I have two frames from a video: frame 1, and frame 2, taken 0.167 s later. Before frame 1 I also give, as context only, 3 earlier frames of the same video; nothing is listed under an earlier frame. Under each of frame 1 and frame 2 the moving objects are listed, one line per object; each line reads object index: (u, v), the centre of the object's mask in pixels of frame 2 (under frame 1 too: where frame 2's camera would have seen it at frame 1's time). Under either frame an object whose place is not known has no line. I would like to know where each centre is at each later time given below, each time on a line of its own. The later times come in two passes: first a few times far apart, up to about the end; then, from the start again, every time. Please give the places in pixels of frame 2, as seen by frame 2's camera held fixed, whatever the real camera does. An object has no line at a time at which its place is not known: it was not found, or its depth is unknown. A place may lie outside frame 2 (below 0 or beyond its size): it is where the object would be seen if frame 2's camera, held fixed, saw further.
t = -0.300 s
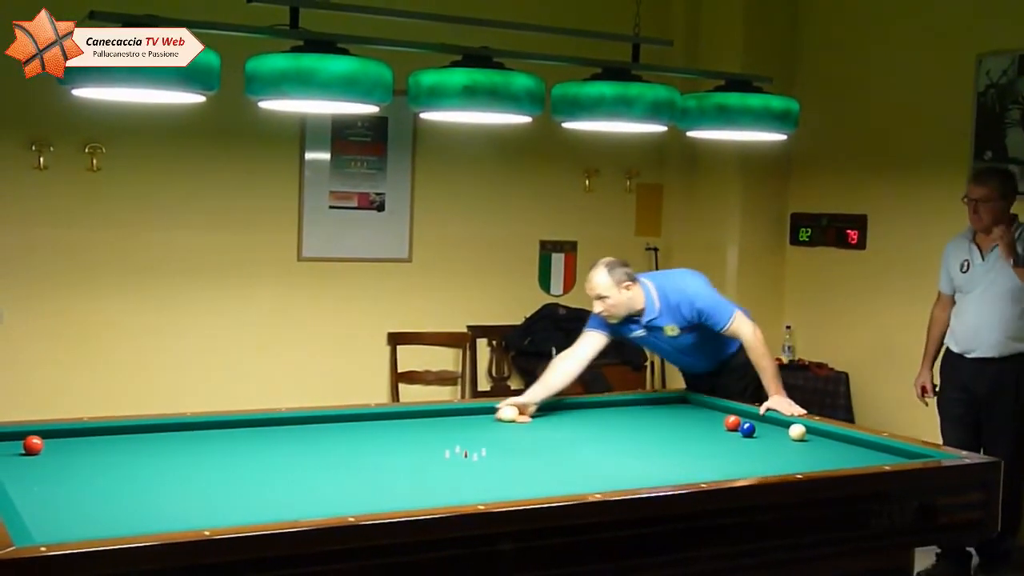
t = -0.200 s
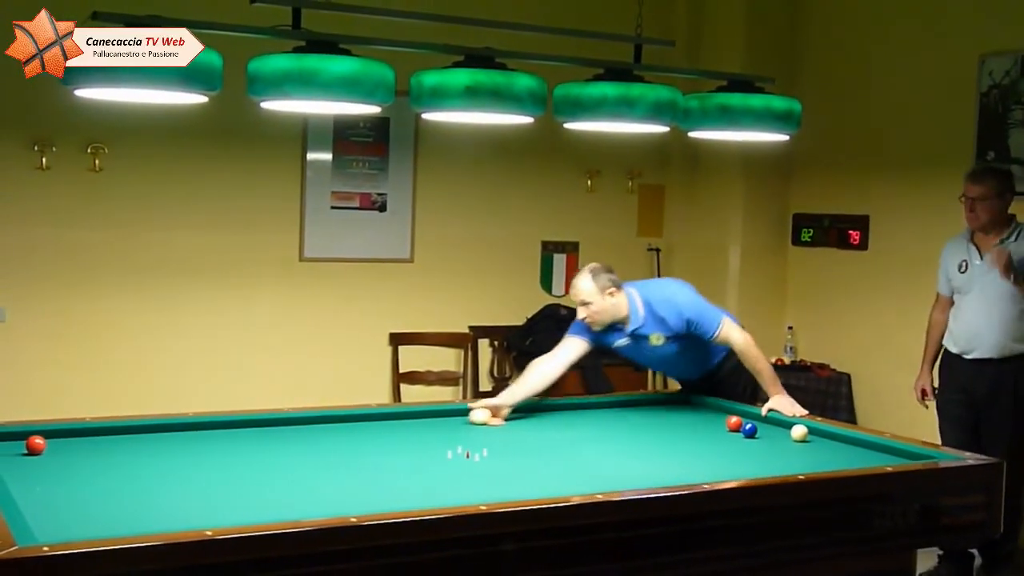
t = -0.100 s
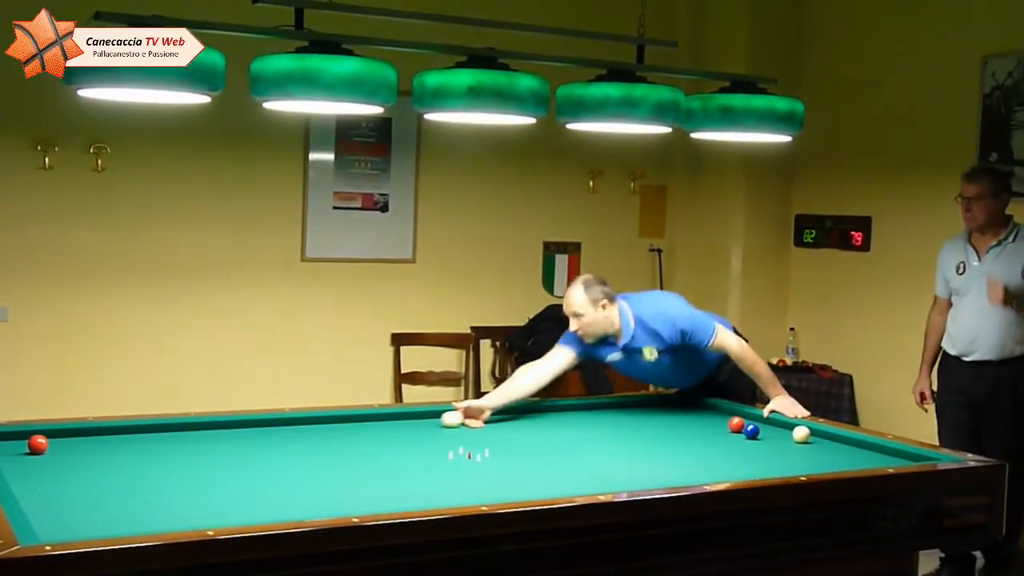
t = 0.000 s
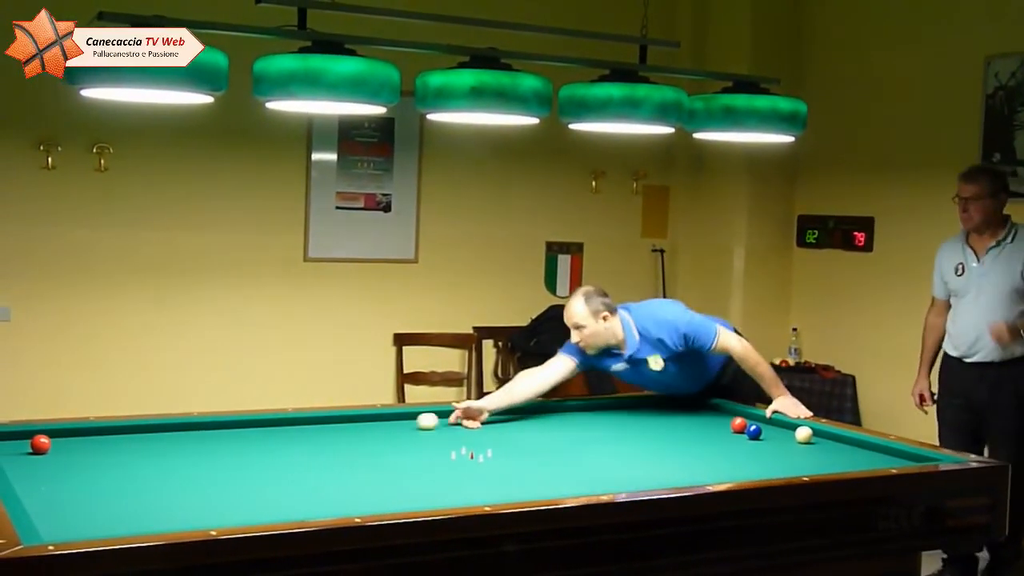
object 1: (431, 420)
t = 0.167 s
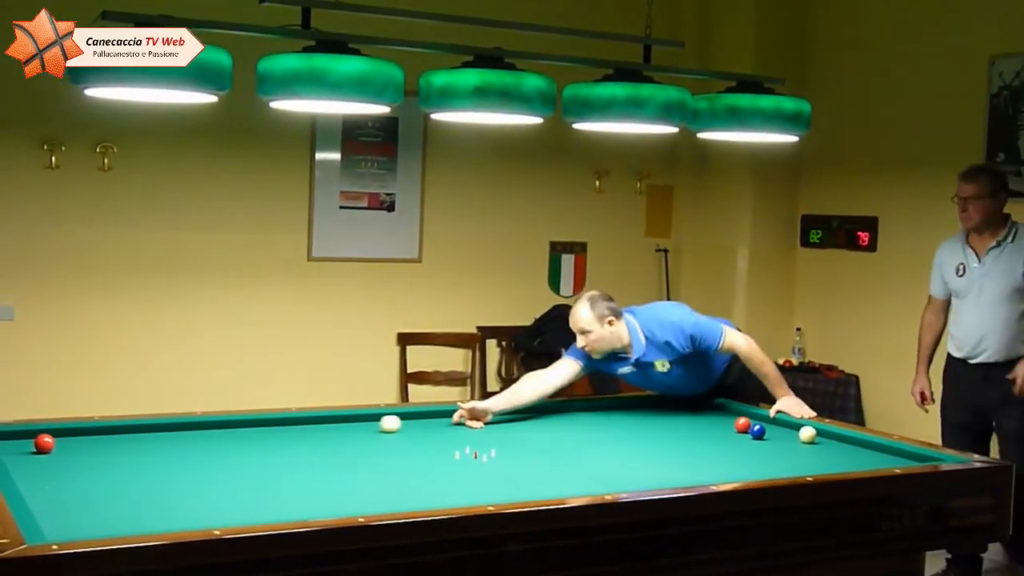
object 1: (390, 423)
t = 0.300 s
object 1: (357, 426)
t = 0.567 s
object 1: (290, 431)
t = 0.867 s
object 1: (210, 437)
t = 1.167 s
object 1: (125, 443)
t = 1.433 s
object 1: (46, 449)
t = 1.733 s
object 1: (50, 450)
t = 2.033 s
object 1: (101, 449)
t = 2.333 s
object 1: (148, 447)
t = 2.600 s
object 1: (188, 445)
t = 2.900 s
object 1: (231, 444)
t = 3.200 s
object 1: (272, 442)
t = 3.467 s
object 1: (306, 441)
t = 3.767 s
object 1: (342, 440)
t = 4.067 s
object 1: (377, 439)
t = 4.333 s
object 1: (406, 438)
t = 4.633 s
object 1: (437, 437)
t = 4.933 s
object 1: (469, 436)
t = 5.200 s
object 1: (495, 435)
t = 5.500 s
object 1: (523, 434)
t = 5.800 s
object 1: (549, 433)
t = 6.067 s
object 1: (572, 432)
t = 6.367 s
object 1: (596, 431)
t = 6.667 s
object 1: (619, 431)
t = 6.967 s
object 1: (641, 430)
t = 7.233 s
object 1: (659, 430)
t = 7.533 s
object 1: (678, 429)
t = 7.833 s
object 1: (697, 428)
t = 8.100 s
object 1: (712, 428)
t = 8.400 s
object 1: (728, 428)
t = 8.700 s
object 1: (741, 428)
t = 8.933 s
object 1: (747, 427)
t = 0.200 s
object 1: (382, 424)
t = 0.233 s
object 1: (373, 425)
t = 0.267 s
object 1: (365, 425)
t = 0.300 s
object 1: (357, 426)
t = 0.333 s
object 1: (349, 427)
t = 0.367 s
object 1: (340, 427)
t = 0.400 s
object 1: (332, 428)
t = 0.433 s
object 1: (323, 429)
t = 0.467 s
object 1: (315, 429)
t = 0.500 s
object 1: (306, 430)
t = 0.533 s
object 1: (298, 431)
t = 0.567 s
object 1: (290, 431)
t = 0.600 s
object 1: (281, 432)
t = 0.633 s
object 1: (272, 433)
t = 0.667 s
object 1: (264, 433)
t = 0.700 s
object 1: (255, 434)
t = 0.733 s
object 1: (246, 435)
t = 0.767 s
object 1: (237, 435)
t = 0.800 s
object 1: (228, 436)
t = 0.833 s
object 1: (218, 437)
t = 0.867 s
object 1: (210, 437)
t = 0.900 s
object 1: (200, 438)
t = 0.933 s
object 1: (191, 439)
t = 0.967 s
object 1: (182, 439)
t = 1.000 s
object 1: (173, 440)
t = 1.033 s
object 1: (164, 440)
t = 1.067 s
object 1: (154, 441)
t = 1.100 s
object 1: (145, 442)
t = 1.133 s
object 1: (135, 442)
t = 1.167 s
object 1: (125, 443)
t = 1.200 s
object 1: (116, 444)
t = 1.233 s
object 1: (106, 445)
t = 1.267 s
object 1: (96, 445)
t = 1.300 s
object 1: (86, 446)
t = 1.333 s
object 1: (76, 447)
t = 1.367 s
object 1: (66, 448)
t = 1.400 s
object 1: (57, 448)
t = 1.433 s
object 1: (46, 449)
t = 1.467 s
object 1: (35, 450)
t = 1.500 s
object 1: (25, 451)
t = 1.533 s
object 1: (16, 452)
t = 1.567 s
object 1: (14, 453)
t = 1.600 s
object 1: (19, 452)
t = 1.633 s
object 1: (27, 451)
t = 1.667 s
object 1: (36, 451)
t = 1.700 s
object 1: (43, 450)
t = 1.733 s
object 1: (50, 450)
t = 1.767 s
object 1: (57, 450)
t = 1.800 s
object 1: (63, 450)
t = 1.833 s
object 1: (68, 449)
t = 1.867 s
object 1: (74, 449)
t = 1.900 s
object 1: (79, 449)
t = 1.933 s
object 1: (85, 449)
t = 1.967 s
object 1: (90, 449)
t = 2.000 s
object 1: (96, 448)
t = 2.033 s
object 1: (101, 449)
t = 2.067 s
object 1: (106, 448)
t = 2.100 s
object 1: (112, 448)
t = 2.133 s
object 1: (117, 448)
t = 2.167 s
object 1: (122, 448)
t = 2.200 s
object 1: (128, 447)
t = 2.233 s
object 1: (133, 447)
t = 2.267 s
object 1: (138, 447)
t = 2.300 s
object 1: (144, 447)
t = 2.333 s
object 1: (148, 447)
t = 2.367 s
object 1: (154, 446)
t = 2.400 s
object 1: (159, 446)
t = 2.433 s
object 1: (164, 446)
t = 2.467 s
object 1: (169, 446)
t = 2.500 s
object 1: (174, 446)
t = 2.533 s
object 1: (179, 446)
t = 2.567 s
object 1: (184, 445)
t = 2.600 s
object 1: (188, 445)
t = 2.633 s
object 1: (193, 445)
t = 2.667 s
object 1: (198, 445)
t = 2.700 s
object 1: (203, 445)
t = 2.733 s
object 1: (207, 444)
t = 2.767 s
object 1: (212, 444)
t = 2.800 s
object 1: (217, 444)
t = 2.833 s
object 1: (221, 444)
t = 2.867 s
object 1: (226, 444)
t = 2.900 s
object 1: (231, 444)
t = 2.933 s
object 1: (235, 443)
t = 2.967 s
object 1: (240, 443)
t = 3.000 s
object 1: (245, 443)
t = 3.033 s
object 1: (249, 443)
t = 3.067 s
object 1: (254, 443)
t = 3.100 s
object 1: (258, 443)
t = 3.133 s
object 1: (263, 443)
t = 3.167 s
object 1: (267, 442)
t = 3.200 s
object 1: (272, 442)
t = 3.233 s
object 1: (276, 442)
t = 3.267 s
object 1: (280, 442)
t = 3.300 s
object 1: (285, 442)
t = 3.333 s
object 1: (289, 442)
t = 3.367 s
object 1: (293, 441)
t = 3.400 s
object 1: (298, 442)
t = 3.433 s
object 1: (301, 441)
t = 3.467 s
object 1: (306, 441)
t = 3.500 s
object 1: (310, 441)
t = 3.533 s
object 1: (314, 441)
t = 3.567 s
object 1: (318, 441)
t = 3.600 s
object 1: (322, 441)
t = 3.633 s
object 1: (326, 441)
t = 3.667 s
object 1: (330, 440)
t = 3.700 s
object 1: (334, 441)
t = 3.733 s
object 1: (338, 440)
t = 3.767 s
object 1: (342, 440)
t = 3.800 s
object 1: (345, 440)
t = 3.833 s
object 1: (349, 440)
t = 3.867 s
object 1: (353, 440)
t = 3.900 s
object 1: (357, 440)
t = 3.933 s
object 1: (361, 439)
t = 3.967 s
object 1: (365, 439)
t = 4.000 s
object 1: (368, 439)
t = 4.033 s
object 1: (372, 439)
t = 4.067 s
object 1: (377, 439)
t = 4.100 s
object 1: (380, 439)
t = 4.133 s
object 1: (383, 438)
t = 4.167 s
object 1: (387, 439)
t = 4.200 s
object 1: (391, 438)
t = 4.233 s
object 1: (395, 438)
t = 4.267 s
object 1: (398, 438)
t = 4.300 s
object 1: (402, 438)
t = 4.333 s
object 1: (406, 438)
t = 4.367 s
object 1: (409, 438)
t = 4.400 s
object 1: (413, 438)
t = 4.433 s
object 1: (417, 438)
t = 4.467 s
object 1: (420, 437)
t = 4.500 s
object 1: (424, 437)
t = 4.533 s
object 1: (427, 437)
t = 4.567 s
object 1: (431, 437)
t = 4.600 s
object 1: (435, 437)
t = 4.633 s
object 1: (437, 437)
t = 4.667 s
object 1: (441, 437)
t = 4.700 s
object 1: (445, 436)
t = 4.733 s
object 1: (448, 436)
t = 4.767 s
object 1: (451, 436)
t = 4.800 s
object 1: (455, 436)
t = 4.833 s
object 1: (458, 436)
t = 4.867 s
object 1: (461, 436)
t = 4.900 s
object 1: (465, 436)
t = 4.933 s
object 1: (469, 436)
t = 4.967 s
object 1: (471, 436)
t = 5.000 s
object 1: (475, 436)
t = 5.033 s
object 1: (478, 435)
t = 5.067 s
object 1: (481, 435)
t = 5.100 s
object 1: (485, 435)
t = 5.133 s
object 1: (488, 435)
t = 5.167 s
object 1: (491, 435)
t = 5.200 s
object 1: (495, 435)
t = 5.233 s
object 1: (498, 435)
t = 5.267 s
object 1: (500, 435)
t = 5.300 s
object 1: (504, 434)
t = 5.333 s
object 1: (507, 434)
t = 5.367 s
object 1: (510, 434)
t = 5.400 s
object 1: (513, 434)
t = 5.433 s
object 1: (516, 434)
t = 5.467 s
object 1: (519, 434)
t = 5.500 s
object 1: (523, 434)
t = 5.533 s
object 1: (525, 434)
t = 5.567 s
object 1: (529, 433)
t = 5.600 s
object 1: (531, 433)
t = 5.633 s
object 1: (534, 433)
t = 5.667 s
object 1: (537, 433)
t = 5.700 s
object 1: (540, 433)
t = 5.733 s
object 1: (543, 433)
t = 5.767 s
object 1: (546, 433)
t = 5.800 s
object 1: (549, 433)
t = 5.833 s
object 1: (552, 433)
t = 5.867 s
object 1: (555, 433)
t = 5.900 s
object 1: (558, 433)
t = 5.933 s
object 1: (560, 433)
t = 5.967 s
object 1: (564, 433)
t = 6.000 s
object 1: (566, 433)
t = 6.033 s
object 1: (569, 433)
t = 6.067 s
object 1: (572, 432)
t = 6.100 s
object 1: (575, 432)
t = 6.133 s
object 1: (577, 432)
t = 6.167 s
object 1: (580, 432)
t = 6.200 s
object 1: (583, 432)
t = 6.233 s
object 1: (585, 432)
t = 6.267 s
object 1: (588, 432)
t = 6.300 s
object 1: (591, 432)
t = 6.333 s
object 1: (593, 432)
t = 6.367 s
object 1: (596, 431)
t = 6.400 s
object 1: (598, 432)
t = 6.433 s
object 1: (601, 432)
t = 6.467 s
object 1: (604, 431)
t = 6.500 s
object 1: (606, 431)
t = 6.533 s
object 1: (609, 431)
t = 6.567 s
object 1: (611, 431)
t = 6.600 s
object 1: (614, 431)
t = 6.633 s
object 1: (616, 431)
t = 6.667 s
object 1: (619, 431)
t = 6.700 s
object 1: (621, 431)
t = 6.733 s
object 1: (624, 431)
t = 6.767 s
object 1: (626, 431)
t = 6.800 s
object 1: (628, 431)
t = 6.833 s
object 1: (631, 430)
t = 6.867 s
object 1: (633, 430)
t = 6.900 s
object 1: (635, 430)
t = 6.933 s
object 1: (638, 430)
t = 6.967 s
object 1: (641, 430)
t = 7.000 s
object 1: (643, 430)
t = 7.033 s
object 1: (645, 430)
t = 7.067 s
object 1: (647, 430)
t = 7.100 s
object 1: (650, 430)
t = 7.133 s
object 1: (652, 430)
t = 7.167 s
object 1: (655, 430)
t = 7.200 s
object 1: (657, 430)
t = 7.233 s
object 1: (659, 430)
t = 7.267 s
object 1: (661, 430)
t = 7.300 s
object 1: (663, 430)
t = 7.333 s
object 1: (665, 430)
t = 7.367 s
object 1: (668, 430)
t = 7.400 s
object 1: (670, 430)
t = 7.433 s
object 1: (672, 429)
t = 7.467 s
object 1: (674, 429)
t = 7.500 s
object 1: (676, 429)
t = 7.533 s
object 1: (678, 429)
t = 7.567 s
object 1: (681, 429)
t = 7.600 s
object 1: (682, 429)
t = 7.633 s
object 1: (685, 428)
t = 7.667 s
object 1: (687, 428)
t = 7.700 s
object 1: (689, 429)
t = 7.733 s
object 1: (691, 429)
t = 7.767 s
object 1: (693, 429)
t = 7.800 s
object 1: (695, 429)
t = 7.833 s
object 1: (697, 428)
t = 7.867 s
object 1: (699, 428)
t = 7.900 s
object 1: (701, 428)
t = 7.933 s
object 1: (703, 428)
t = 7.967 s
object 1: (705, 428)
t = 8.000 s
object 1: (706, 428)
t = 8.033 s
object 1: (708, 428)
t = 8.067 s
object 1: (711, 428)
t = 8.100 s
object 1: (712, 428)
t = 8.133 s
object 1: (714, 428)
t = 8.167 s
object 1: (716, 428)
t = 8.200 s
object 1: (718, 428)
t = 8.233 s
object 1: (720, 428)
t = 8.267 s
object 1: (722, 428)
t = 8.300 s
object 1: (724, 428)
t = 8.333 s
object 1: (725, 428)
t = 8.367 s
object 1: (727, 428)
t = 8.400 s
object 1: (728, 428)
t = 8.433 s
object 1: (730, 428)
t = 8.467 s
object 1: (731, 428)
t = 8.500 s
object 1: (734, 427)
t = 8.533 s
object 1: (735, 427)
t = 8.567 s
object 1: (736, 428)
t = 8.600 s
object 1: (737, 428)
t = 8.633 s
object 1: (739, 428)
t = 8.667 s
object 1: (740, 428)
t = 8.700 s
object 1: (741, 428)
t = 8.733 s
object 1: (742, 428)
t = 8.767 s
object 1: (743, 428)
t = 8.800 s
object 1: (744, 428)
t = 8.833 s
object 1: (745, 428)
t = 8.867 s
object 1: (745, 427)
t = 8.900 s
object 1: (746, 427)
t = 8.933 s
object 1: (747, 427)
